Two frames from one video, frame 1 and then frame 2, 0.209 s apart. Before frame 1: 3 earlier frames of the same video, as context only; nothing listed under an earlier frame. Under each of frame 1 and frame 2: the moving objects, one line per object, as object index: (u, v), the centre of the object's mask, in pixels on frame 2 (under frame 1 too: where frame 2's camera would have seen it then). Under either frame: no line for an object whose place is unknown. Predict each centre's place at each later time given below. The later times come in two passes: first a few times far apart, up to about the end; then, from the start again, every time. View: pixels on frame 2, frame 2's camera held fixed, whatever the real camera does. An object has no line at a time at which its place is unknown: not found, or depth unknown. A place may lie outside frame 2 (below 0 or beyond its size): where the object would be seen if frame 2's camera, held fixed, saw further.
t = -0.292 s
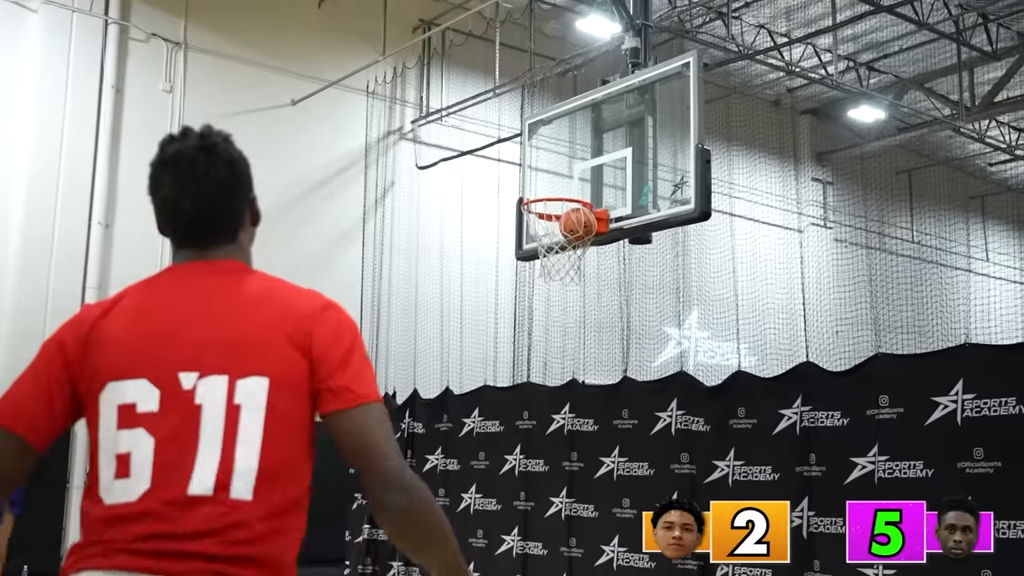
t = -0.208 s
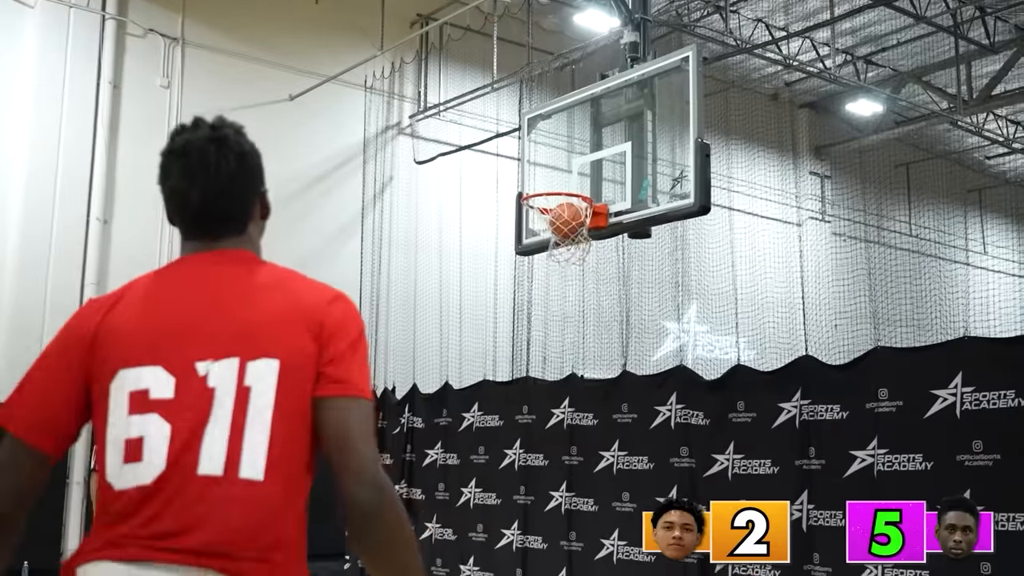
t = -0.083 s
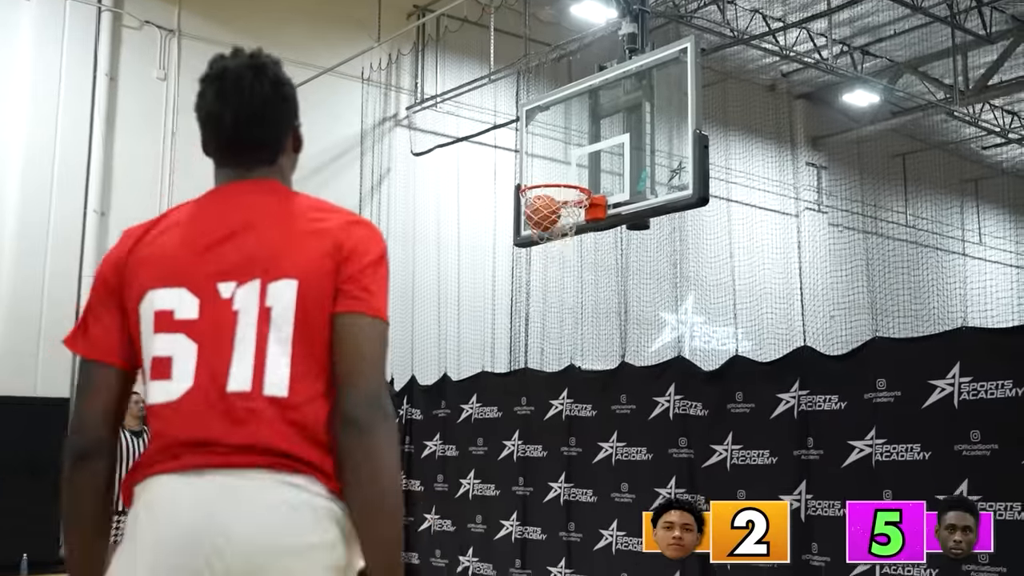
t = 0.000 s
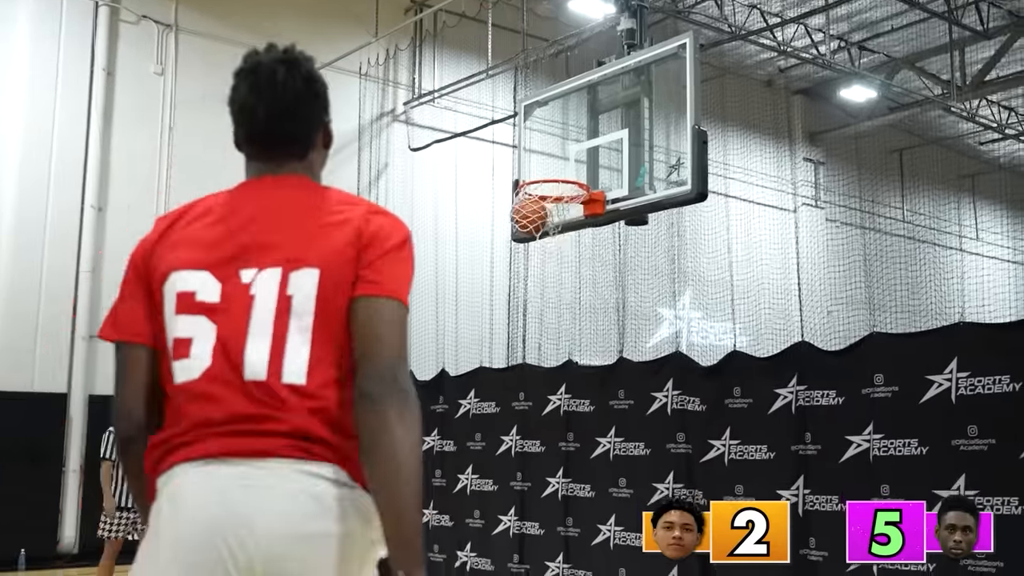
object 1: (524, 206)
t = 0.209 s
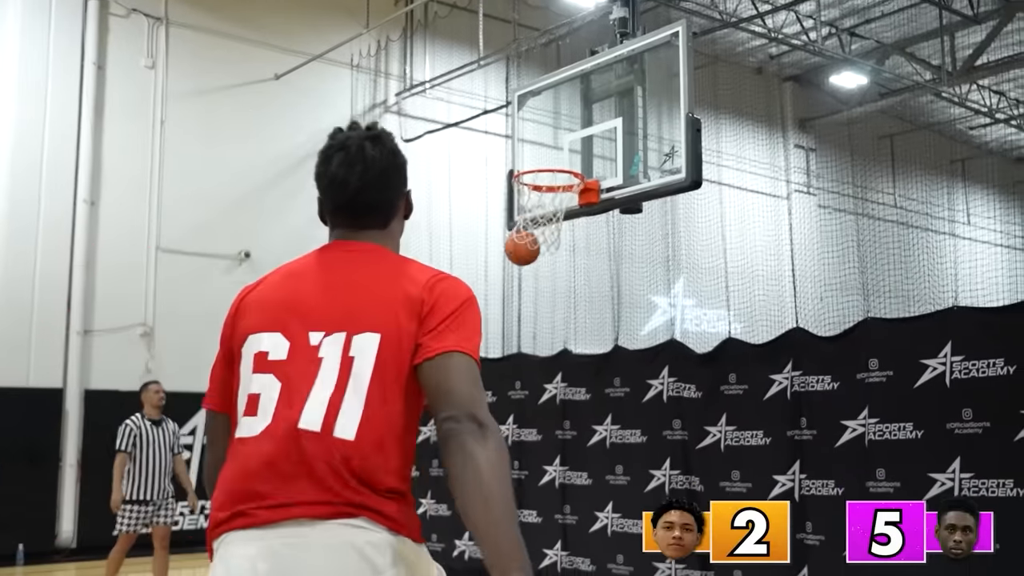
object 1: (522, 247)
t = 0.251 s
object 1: (524, 262)
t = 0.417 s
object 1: (533, 340)
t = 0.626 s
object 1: (539, 489)
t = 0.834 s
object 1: (552, 559)
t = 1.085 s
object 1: (573, 432)
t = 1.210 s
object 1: (584, 403)
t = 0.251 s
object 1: (524, 262)
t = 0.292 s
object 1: (526, 278)
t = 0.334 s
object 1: (528, 296)
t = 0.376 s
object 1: (531, 317)
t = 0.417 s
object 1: (533, 340)
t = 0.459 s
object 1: (535, 366)
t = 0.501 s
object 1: (536, 393)
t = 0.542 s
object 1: (538, 422)
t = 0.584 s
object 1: (539, 454)
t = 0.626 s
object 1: (539, 489)
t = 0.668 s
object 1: (542, 525)
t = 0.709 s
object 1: (544, 566)
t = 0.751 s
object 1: (545, 607)
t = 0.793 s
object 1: (549, 590)
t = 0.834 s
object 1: (552, 559)
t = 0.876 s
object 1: (557, 532)
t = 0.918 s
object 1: (560, 507)
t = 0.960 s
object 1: (563, 484)
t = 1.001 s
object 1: (567, 464)
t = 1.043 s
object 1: (570, 447)
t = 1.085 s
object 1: (573, 432)
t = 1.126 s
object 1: (576, 420)
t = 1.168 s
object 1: (580, 411)
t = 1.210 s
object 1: (584, 403)
